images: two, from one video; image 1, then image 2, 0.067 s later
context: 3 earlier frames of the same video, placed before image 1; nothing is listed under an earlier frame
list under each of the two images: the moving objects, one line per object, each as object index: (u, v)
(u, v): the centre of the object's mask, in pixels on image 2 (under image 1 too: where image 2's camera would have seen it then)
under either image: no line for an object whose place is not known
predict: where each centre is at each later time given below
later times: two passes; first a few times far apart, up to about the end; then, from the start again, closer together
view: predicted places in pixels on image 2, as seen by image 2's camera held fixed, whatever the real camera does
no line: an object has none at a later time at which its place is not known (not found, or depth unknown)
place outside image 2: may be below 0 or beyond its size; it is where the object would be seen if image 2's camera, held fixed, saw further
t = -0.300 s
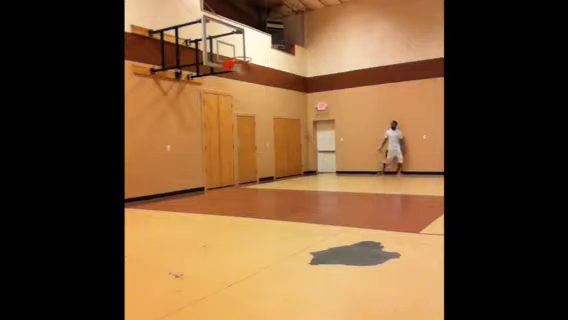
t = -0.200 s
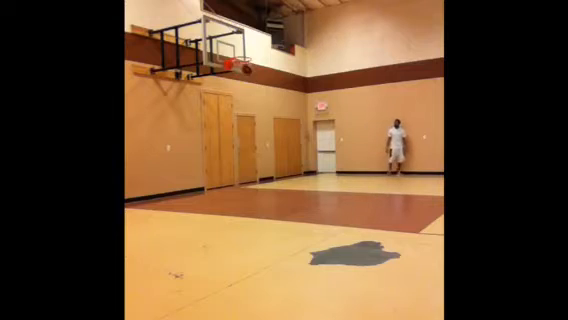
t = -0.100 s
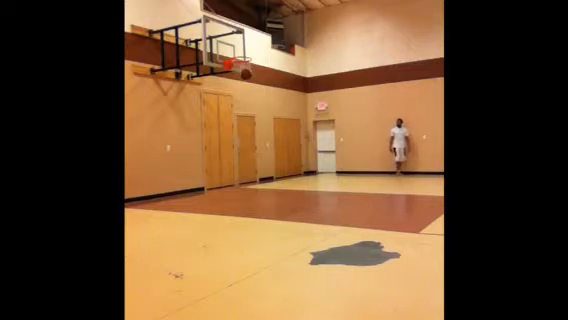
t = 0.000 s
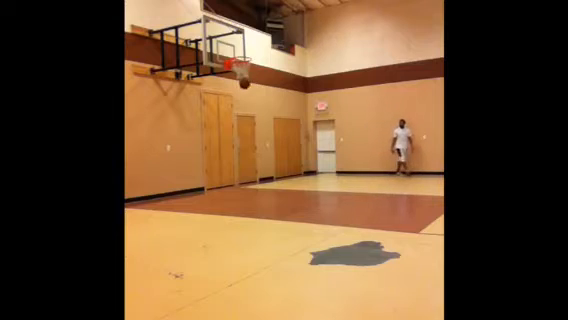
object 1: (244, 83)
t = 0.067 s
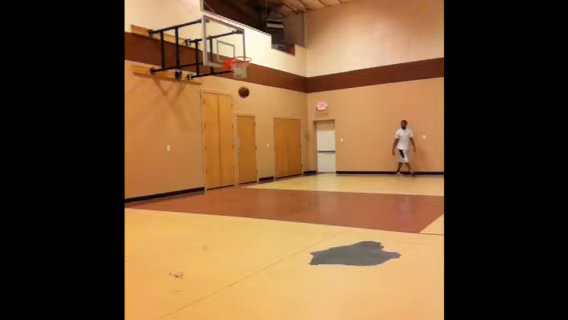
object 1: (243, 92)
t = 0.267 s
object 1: (241, 131)
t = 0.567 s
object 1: (237, 182)
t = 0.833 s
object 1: (231, 145)
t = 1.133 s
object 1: (224, 143)
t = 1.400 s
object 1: (220, 179)
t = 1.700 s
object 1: (214, 177)
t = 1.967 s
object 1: (208, 174)
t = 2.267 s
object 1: (203, 201)
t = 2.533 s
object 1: (197, 188)
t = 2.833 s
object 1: (191, 204)
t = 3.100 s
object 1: (185, 205)
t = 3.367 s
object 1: (180, 206)
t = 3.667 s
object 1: (174, 210)
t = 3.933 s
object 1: (168, 215)
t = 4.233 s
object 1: (162, 217)
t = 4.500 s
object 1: (157, 219)
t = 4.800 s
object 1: (151, 220)
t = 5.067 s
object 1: (146, 222)
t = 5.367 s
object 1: (140, 224)
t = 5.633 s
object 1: (135, 225)
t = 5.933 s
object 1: (132, 227)
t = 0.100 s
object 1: (243, 97)
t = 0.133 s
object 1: (242, 102)
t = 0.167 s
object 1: (242, 109)
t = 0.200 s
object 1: (242, 115)
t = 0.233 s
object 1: (241, 123)
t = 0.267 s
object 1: (241, 131)
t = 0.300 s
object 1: (241, 139)
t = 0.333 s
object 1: (240, 148)
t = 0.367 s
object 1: (240, 157)
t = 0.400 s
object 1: (240, 167)
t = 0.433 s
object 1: (240, 178)
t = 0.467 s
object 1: (240, 189)
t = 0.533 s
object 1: (238, 190)
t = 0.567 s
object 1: (237, 182)
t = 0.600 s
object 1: (237, 176)
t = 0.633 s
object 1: (236, 170)
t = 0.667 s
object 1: (235, 165)
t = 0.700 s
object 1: (234, 160)
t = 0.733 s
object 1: (233, 155)
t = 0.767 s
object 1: (232, 152)
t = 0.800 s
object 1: (232, 148)
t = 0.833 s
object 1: (231, 145)
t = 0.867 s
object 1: (230, 143)
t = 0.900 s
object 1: (229, 141)
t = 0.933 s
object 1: (229, 140)
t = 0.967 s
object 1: (228, 139)
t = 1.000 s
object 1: (227, 139)
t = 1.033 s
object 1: (227, 139)
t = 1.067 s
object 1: (226, 140)
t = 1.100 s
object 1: (226, 141)
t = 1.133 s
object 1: (224, 143)
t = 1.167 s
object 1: (224, 145)
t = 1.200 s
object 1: (224, 148)
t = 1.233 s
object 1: (223, 152)
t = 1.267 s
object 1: (222, 156)
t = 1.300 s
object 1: (222, 161)
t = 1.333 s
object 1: (221, 167)
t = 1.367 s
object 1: (221, 173)
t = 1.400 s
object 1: (220, 179)
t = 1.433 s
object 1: (219, 187)
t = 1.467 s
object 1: (219, 195)
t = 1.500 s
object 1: (218, 202)
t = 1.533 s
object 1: (218, 198)
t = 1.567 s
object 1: (217, 193)
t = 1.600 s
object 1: (216, 188)
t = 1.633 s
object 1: (216, 184)
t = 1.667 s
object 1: (215, 180)
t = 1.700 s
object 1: (214, 177)
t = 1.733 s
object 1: (213, 175)
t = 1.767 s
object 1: (212, 173)
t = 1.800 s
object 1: (212, 172)
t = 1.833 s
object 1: (211, 171)
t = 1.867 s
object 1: (210, 171)
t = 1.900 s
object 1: (210, 171)
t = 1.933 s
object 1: (209, 172)
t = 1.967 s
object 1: (208, 174)
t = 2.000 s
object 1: (207, 176)
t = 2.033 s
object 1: (207, 178)
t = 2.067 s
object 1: (206, 182)
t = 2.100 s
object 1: (206, 186)
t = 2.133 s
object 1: (205, 191)
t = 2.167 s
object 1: (204, 196)
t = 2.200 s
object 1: (204, 202)
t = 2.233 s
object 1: (203, 206)
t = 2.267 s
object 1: (203, 201)
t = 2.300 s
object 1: (202, 197)
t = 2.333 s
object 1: (201, 195)
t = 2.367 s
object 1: (200, 193)
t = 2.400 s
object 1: (199, 190)
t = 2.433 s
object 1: (198, 189)
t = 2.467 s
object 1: (198, 188)
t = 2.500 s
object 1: (197, 188)
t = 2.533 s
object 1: (197, 188)
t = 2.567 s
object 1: (197, 189)
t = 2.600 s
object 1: (196, 191)
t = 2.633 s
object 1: (195, 194)
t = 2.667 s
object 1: (194, 198)
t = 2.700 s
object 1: (193, 202)
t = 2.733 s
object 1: (193, 206)
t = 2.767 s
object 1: (192, 209)
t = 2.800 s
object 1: (192, 206)
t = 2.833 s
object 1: (191, 204)
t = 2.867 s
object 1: (190, 202)
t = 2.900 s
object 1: (189, 202)
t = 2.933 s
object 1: (189, 201)
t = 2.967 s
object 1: (188, 200)
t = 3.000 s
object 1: (188, 200)
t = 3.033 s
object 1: (186, 202)
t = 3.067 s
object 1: (186, 203)
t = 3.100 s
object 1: (185, 205)
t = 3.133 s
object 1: (185, 207)
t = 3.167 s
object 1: (184, 211)
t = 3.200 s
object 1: (183, 210)
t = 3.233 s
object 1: (183, 208)
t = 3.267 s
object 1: (182, 206)
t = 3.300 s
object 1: (181, 206)
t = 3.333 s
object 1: (180, 205)
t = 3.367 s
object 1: (180, 206)
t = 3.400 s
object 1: (179, 206)
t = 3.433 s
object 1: (178, 208)
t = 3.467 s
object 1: (178, 211)
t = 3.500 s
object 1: (177, 213)
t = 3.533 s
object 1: (177, 211)
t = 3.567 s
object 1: (175, 210)
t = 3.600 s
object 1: (175, 210)
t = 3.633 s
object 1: (175, 210)
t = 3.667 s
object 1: (174, 210)
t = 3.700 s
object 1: (173, 212)
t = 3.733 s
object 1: (172, 214)
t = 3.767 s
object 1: (172, 214)
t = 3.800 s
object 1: (171, 213)
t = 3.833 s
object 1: (170, 213)
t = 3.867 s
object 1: (170, 213)
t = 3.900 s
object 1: (169, 214)
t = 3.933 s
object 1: (168, 215)
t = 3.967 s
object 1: (168, 215)
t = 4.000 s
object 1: (167, 215)
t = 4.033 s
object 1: (166, 215)
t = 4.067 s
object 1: (166, 215)
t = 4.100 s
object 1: (165, 216)
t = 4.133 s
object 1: (164, 216)
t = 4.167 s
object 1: (164, 216)
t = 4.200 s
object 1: (163, 216)
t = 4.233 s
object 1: (162, 217)
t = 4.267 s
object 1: (162, 217)
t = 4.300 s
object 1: (161, 217)
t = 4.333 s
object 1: (161, 217)
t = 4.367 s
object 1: (160, 217)
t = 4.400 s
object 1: (159, 218)
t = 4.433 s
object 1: (159, 218)
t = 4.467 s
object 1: (158, 218)
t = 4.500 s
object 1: (157, 219)
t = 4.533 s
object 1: (157, 219)
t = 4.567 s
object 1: (156, 219)
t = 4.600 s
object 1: (156, 219)
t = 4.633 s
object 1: (155, 219)
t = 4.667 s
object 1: (154, 219)
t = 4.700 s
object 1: (154, 220)
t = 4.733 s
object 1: (153, 220)
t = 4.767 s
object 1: (152, 220)
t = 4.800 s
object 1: (151, 220)
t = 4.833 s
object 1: (151, 220)
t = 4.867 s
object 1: (150, 220)
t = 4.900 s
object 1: (150, 220)
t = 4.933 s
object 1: (149, 221)
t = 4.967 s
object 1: (148, 221)
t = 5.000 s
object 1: (148, 221)
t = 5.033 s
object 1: (147, 221)
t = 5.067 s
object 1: (146, 222)
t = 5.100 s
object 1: (146, 222)
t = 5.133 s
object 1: (145, 222)
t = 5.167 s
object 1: (144, 222)
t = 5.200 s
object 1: (144, 223)
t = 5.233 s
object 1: (143, 223)
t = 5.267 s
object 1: (142, 223)
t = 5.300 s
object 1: (141, 223)
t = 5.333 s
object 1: (141, 224)
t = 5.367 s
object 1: (140, 224)
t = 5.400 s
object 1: (140, 224)
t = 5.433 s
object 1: (139, 224)
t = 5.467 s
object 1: (138, 224)
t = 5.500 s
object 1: (138, 225)
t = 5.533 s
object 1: (137, 225)
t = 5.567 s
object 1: (136, 225)
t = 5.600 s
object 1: (136, 225)
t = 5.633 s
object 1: (135, 225)
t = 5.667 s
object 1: (135, 225)
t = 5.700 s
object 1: (134, 225)
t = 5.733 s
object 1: (134, 226)
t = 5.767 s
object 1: (133, 226)
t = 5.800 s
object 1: (133, 226)
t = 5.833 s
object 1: (132, 226)
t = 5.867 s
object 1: (132, 226)
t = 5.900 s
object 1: (132, 227)
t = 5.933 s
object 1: (132, 227)
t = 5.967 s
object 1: (131, 227)
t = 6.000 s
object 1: (131, 227)
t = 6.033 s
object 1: (130, 227)
